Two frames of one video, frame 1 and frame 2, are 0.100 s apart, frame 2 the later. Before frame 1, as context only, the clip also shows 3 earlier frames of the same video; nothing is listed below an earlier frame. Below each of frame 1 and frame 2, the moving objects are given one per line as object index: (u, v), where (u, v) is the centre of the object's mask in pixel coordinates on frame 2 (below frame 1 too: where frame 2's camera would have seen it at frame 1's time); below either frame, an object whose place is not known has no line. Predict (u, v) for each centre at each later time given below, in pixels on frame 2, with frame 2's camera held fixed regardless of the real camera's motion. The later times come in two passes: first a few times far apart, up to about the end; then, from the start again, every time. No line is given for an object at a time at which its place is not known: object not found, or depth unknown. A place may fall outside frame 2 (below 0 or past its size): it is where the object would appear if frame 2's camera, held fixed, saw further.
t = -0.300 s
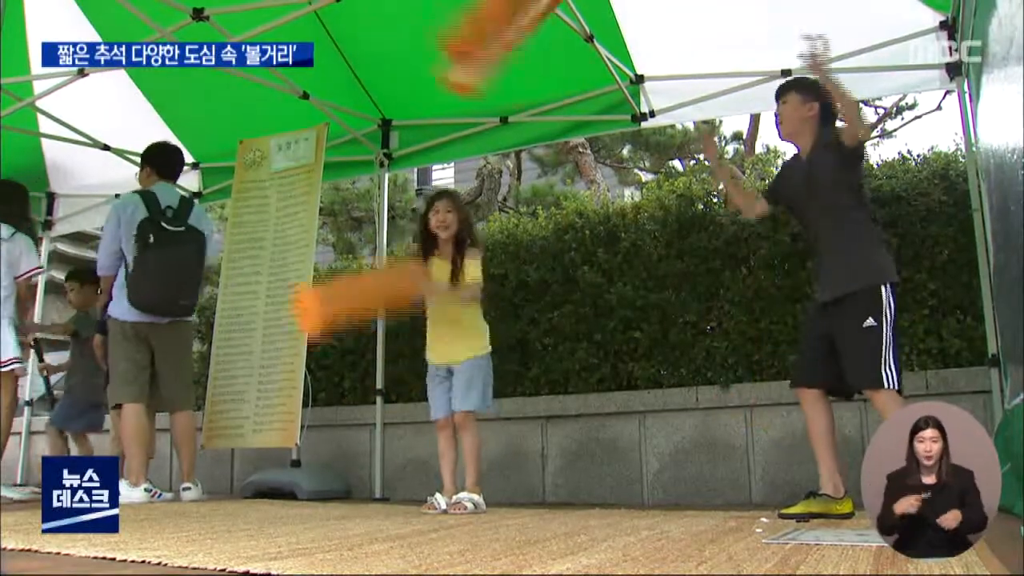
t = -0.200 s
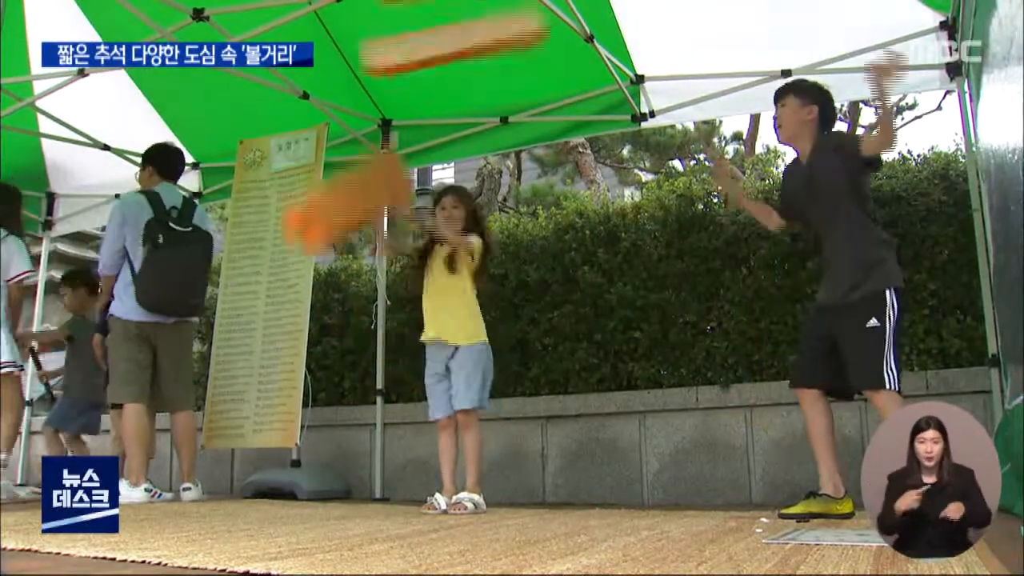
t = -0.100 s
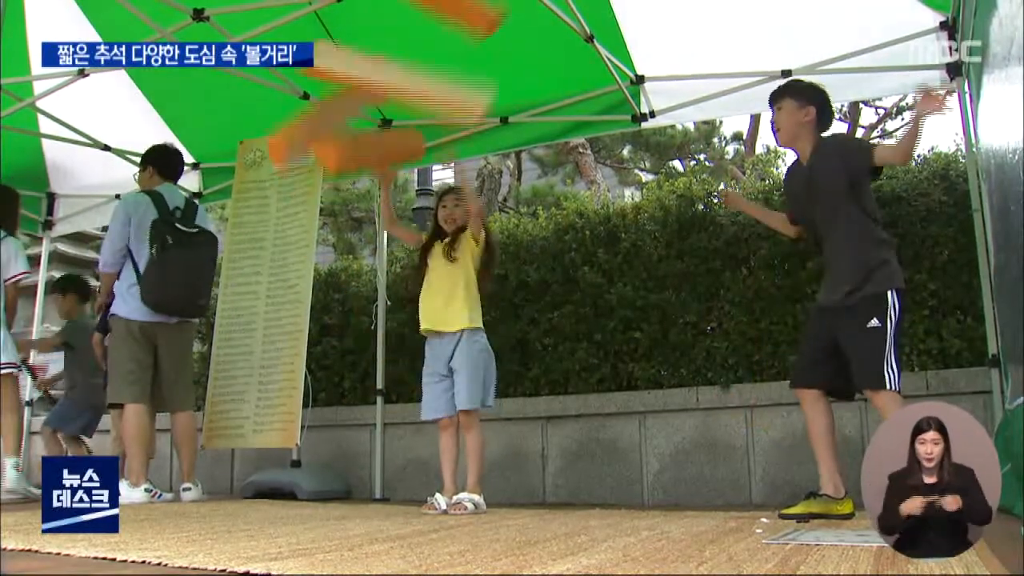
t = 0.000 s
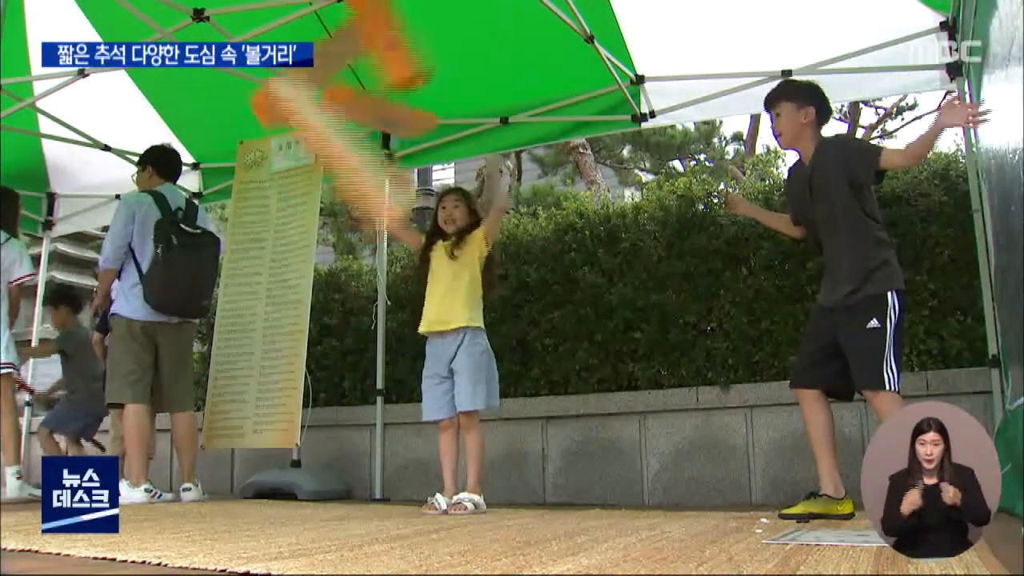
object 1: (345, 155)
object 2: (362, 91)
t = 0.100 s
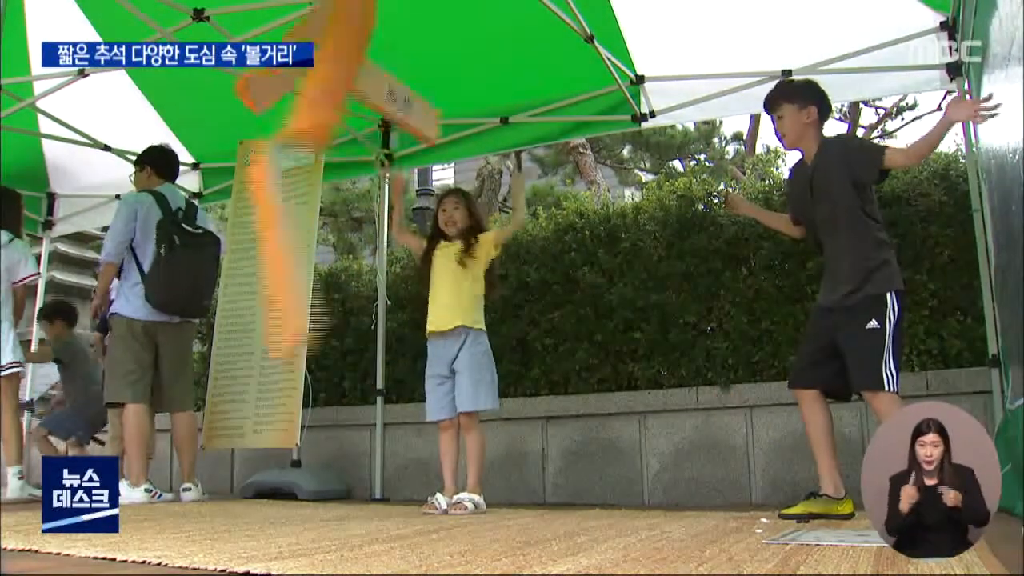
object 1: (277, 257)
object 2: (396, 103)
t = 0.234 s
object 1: (211, 431)
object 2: (399, 116)
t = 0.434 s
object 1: (250, 428)
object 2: (424, 229)
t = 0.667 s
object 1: (279, 480)
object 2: (461, 450)
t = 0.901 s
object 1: (278, 511)
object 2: (386, 467)
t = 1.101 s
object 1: (281, 514)
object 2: (361, 487)
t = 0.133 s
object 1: (257, 294)
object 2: (399, 106)
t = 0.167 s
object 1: (238, 347)
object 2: (404, 117)
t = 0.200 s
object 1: (222, 396)
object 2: (366, 80)
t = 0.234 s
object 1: (211, 431)
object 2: (399, 116)
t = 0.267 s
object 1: (218, 415)
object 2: (402, 129)
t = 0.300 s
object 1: (224, 406)
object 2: (403, 145)
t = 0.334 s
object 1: (227, 418)
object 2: (409, 168)
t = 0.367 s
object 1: (236, 408)
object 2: (412, 187)
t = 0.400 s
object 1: (244, 410)
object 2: (418, 208)
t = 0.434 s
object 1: (250, 428)
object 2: (424, 229)
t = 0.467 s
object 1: (256, 424)
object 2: (429, 260)
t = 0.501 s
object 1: (259, 443)
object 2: (435, 290)
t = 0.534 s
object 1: (264, 448)
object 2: (447, 330)
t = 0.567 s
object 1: (268, 453)
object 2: (458, 366)
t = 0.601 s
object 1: (271, 459)
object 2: (470, 406)
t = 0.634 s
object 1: (274, 469)
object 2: (477, 442)
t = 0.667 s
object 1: (279, 480)
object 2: (461, 450)
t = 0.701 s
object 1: (279, 496)
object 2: (447, 461)
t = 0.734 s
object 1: (281, 507)
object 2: (432, 476)
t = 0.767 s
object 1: (283, 513)
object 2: (422, 476)
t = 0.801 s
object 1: (282, 510)
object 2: (415, 471)
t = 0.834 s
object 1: (280, 509)
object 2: (403, 465)
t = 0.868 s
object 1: (279, 509)
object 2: (395, 463)
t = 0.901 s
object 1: (278, 511)
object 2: (386, 467)
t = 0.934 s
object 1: (278, 514)
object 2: (377, 475)
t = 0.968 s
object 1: (278, 514)
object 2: (371, 478)
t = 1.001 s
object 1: (278, 514)
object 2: (368, 482)
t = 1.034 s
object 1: (278, 514)
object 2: (365, 481)
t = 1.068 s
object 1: (280, 515)
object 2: (363, 484)
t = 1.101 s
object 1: (281, 514)
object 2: (361, 487)
